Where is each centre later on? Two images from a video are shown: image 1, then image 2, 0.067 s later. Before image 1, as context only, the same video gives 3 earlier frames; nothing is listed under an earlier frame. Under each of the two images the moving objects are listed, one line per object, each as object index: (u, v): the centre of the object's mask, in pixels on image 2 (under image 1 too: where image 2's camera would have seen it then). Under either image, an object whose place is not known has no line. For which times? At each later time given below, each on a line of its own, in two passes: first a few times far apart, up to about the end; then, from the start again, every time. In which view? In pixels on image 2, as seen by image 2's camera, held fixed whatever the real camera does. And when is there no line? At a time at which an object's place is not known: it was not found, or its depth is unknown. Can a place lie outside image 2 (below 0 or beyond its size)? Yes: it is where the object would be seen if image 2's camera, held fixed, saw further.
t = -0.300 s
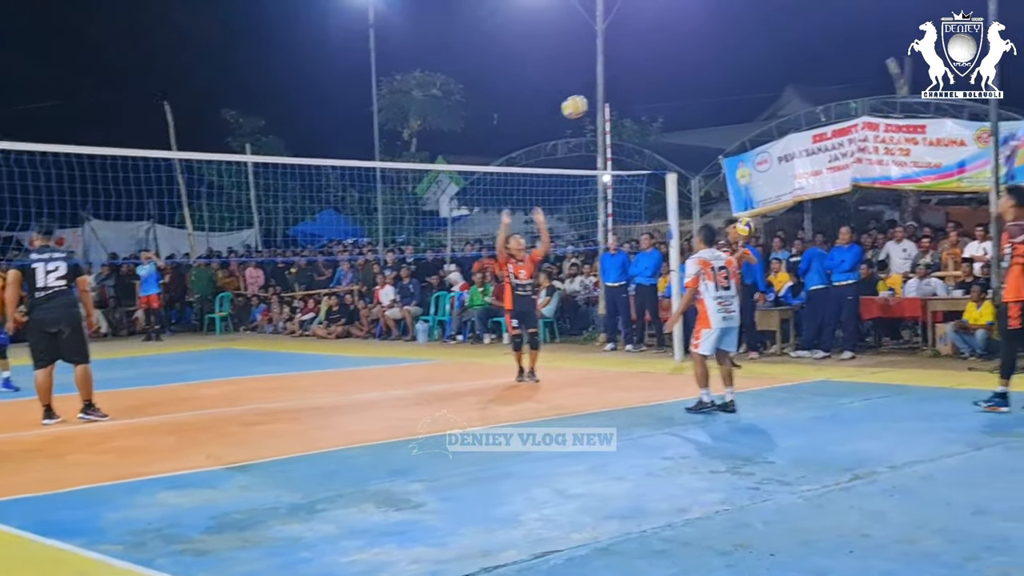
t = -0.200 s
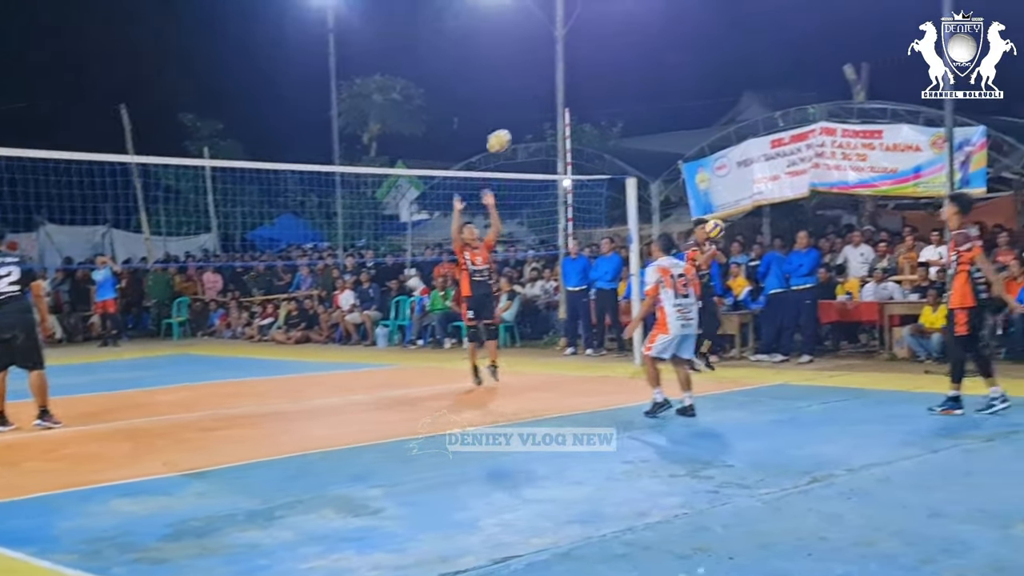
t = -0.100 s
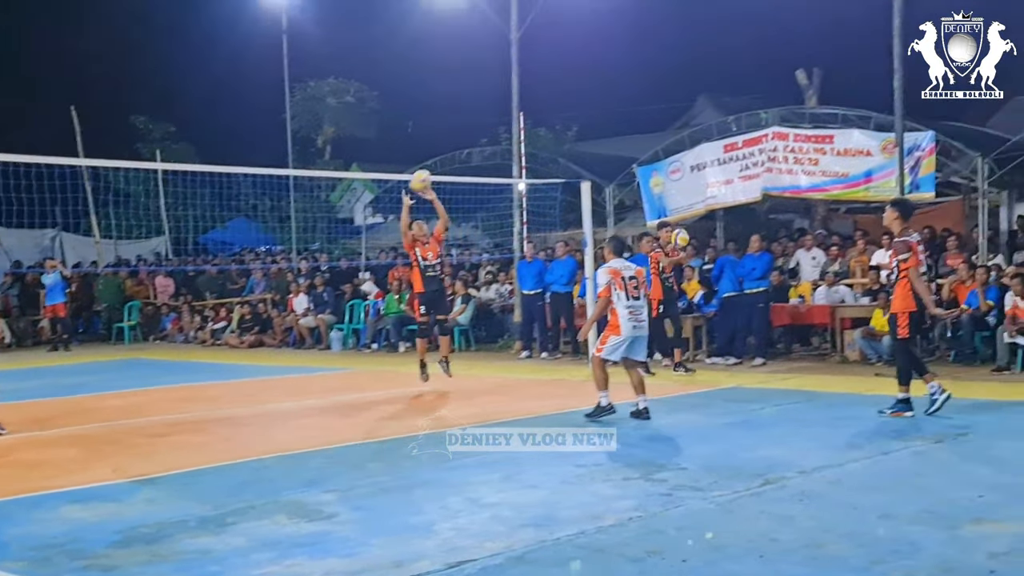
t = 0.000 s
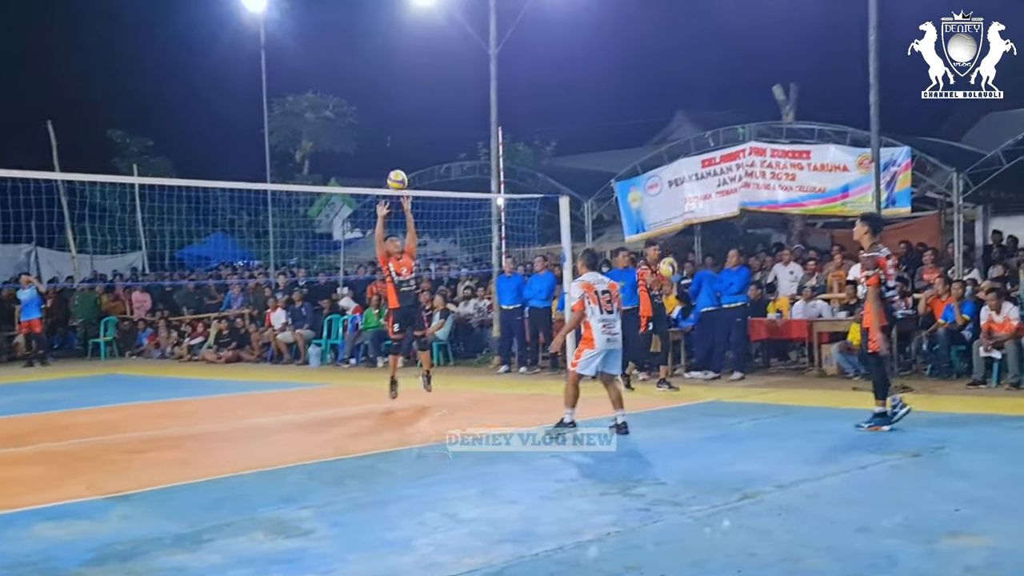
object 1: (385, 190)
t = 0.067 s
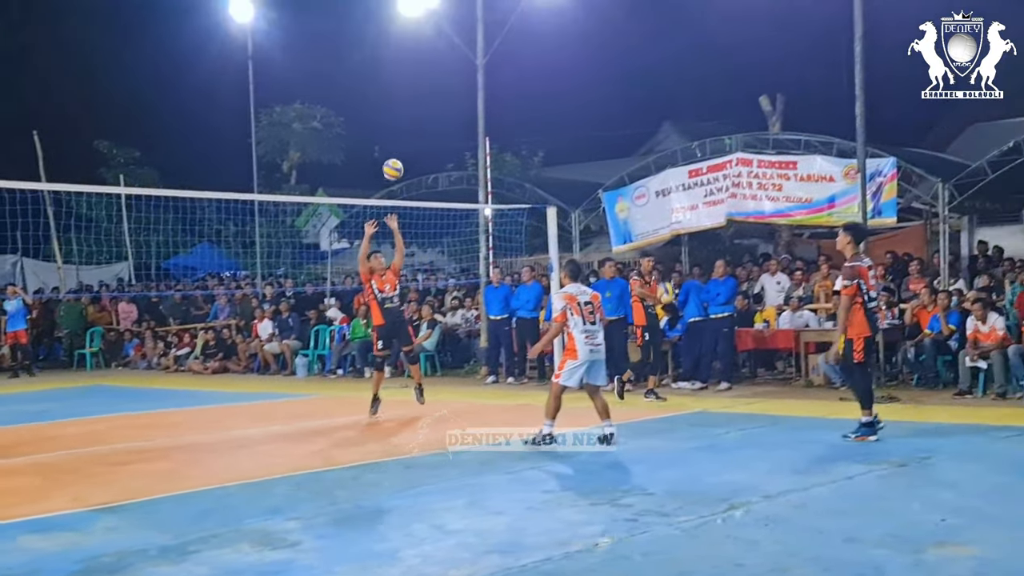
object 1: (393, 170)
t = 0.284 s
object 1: (420, 125)
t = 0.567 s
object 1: (461, 134)
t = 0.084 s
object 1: (395, 165)
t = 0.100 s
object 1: (396, 160)
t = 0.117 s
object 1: (398, 155)
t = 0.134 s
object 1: (400, 151)
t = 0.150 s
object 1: (402, 147)
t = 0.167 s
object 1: (405, 144)
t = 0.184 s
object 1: (407, 140)
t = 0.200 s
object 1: (409, 137)
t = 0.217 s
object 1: (411, 134)
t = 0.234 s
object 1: (413, 132)
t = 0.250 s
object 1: (415, 129)
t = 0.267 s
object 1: (417, 127)
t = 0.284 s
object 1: (420, 125)
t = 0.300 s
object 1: (422, 124)
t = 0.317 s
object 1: (424, 122)
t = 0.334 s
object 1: (426, 121)
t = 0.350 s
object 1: (429, 120)
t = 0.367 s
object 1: (431, 119)
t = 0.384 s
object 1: (433, 119)
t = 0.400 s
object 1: (435, 119)
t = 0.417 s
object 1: (438, 119)
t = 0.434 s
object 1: (440, 120)
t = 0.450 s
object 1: (443, 120)
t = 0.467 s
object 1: (445, 121)
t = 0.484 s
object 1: (448, 122)
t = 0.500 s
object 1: (450, 124)
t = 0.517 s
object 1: (453, 126)
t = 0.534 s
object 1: (455, 128)
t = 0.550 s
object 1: (458, 131)
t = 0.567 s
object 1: (461, 134)
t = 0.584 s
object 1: (463, 136)
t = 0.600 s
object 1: (466, 140)
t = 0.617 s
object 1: (469, 144)
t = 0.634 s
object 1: (472, 148)
